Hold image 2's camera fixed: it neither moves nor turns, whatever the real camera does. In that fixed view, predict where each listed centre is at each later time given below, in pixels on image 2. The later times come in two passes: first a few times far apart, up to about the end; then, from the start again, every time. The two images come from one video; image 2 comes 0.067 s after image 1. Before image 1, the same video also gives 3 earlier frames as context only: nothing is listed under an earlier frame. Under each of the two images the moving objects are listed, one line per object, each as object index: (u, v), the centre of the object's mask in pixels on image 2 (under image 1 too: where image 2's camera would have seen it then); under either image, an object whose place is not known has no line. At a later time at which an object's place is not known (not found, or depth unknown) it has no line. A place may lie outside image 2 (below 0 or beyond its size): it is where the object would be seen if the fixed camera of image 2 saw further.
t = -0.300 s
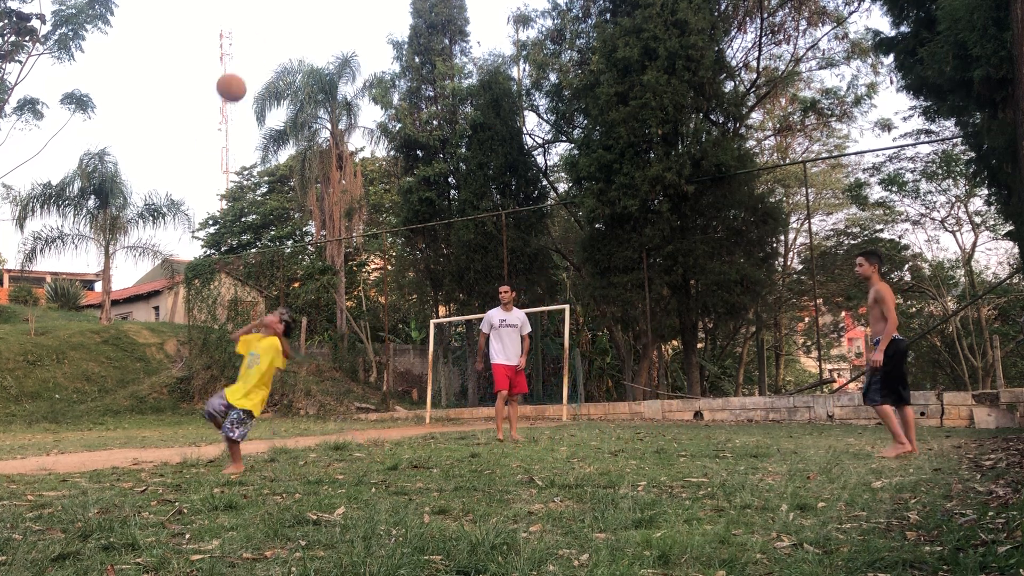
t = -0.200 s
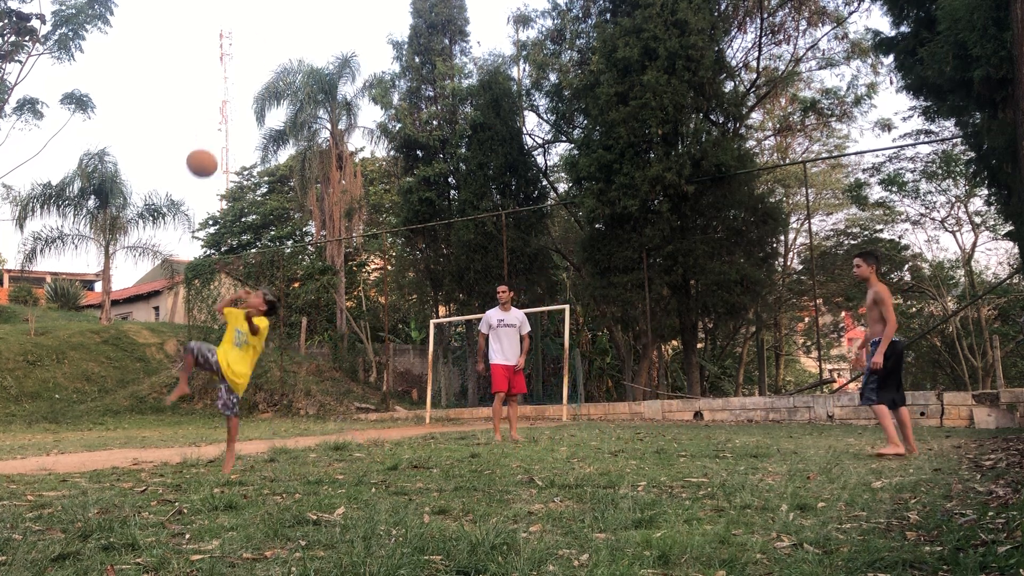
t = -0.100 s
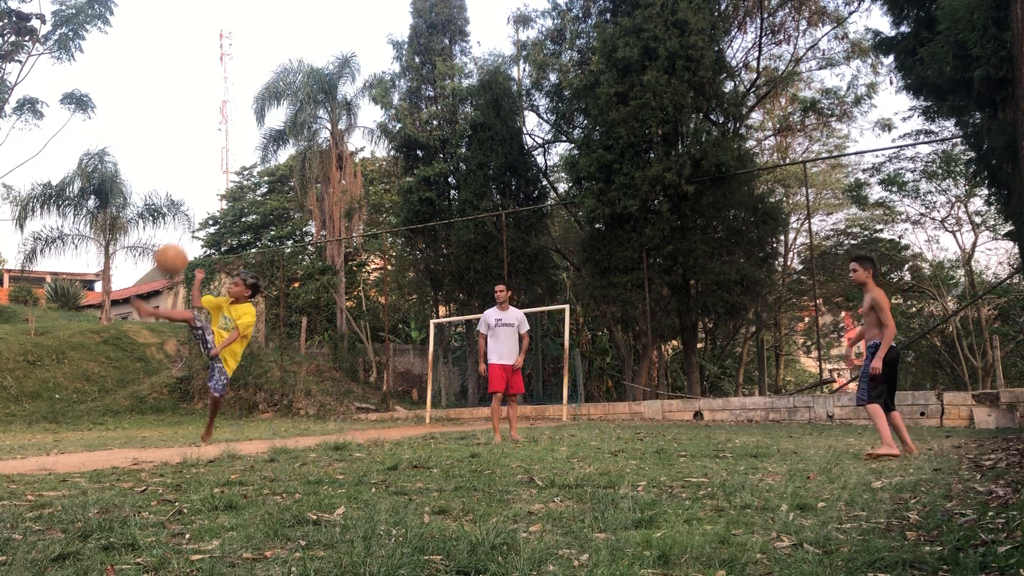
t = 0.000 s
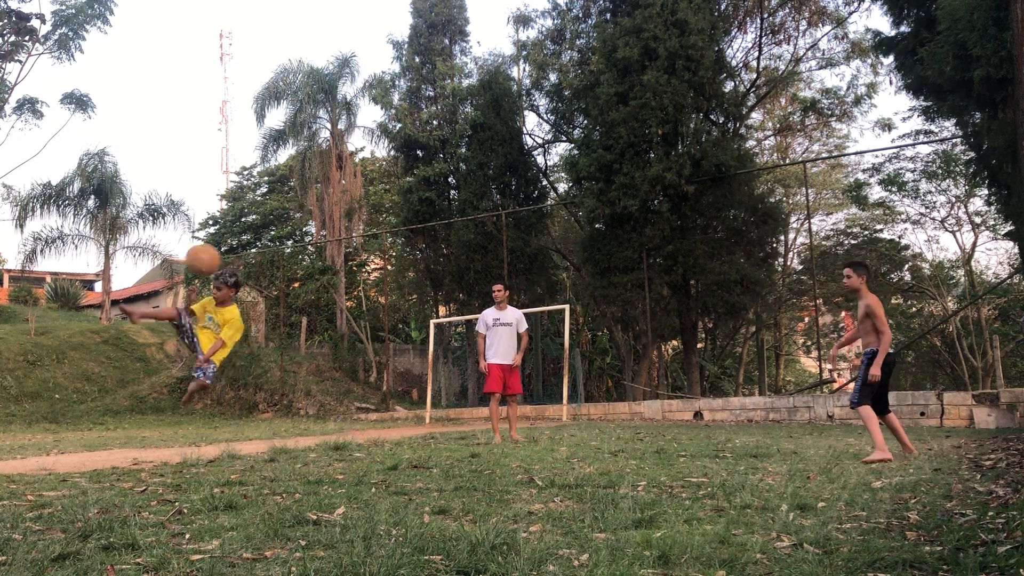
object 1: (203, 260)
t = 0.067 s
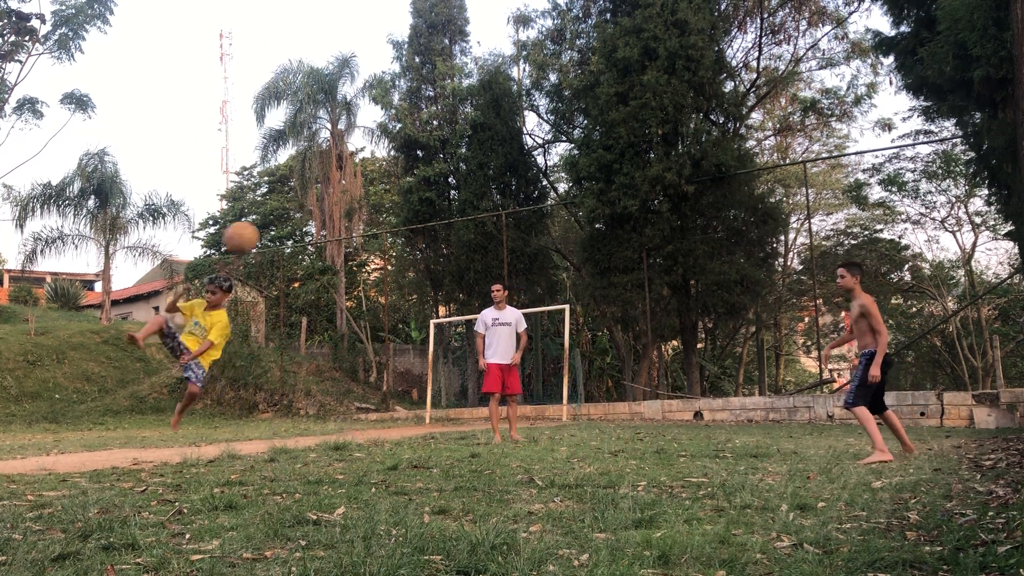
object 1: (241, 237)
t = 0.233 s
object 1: (342, 212)
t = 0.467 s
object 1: (492, 248)
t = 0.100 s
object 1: (262, 228)
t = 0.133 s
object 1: (281, 222)
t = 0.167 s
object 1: (301, 217)
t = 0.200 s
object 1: (322, 213)
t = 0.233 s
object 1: (342, 212)
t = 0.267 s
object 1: (362, 212)
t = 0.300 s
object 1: (384, 213)
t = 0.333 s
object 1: (405, 216)
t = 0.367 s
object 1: (427, 222)
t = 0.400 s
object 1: (448, 230)
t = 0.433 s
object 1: (470, 237)
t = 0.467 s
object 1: (492, 248)
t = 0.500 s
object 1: (515, 261)
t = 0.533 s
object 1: (538, 275)
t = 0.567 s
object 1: (562, 292)
